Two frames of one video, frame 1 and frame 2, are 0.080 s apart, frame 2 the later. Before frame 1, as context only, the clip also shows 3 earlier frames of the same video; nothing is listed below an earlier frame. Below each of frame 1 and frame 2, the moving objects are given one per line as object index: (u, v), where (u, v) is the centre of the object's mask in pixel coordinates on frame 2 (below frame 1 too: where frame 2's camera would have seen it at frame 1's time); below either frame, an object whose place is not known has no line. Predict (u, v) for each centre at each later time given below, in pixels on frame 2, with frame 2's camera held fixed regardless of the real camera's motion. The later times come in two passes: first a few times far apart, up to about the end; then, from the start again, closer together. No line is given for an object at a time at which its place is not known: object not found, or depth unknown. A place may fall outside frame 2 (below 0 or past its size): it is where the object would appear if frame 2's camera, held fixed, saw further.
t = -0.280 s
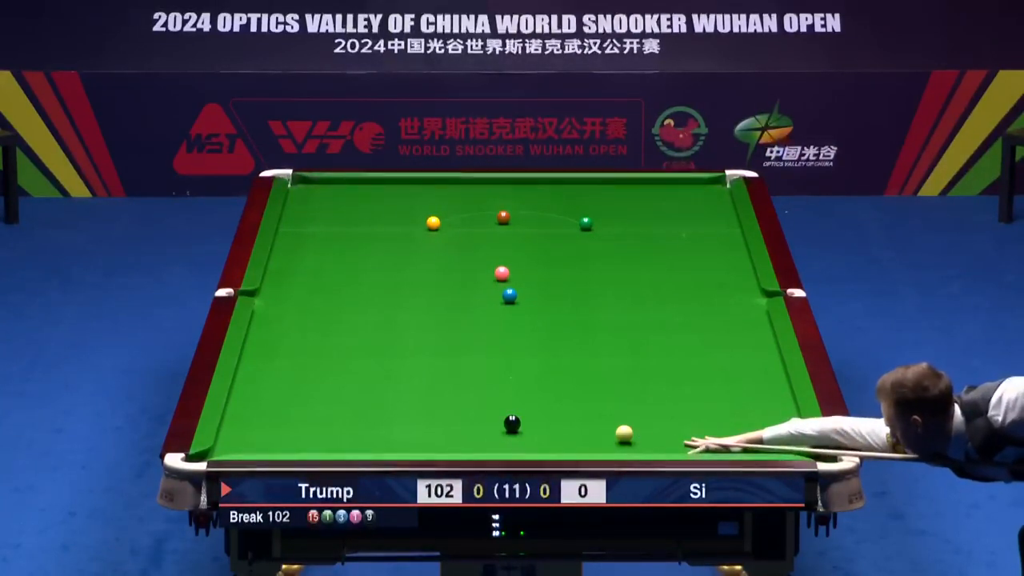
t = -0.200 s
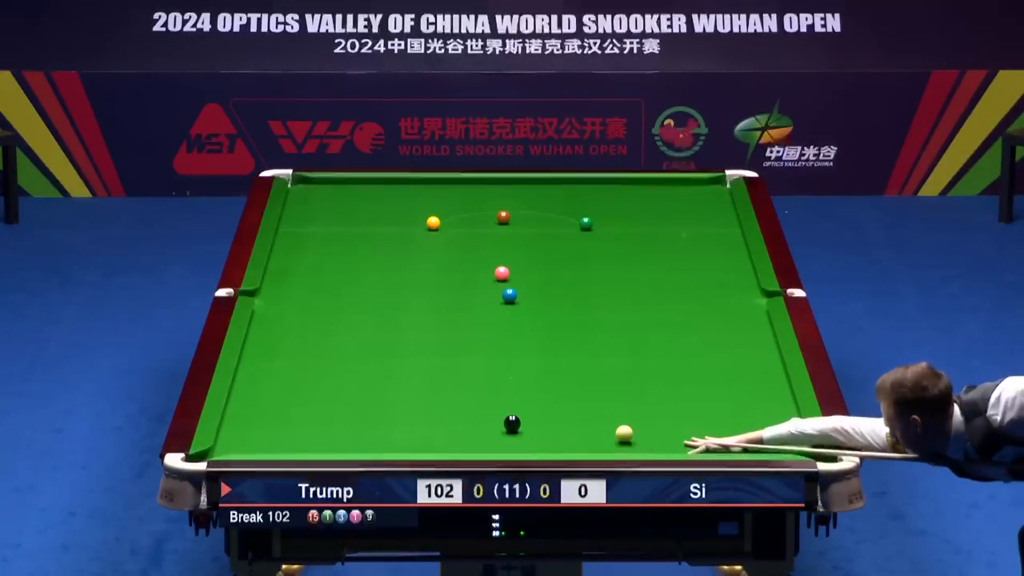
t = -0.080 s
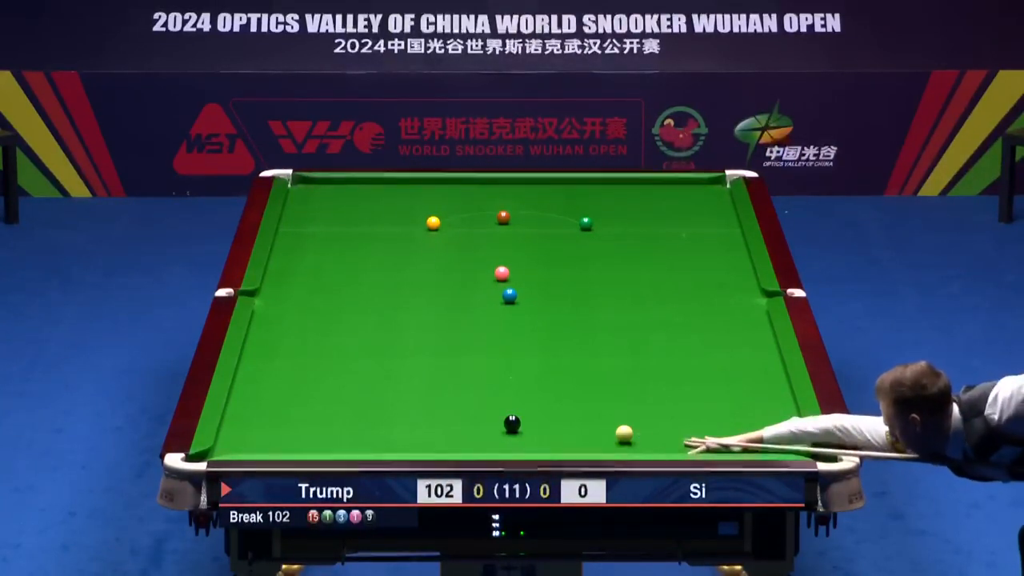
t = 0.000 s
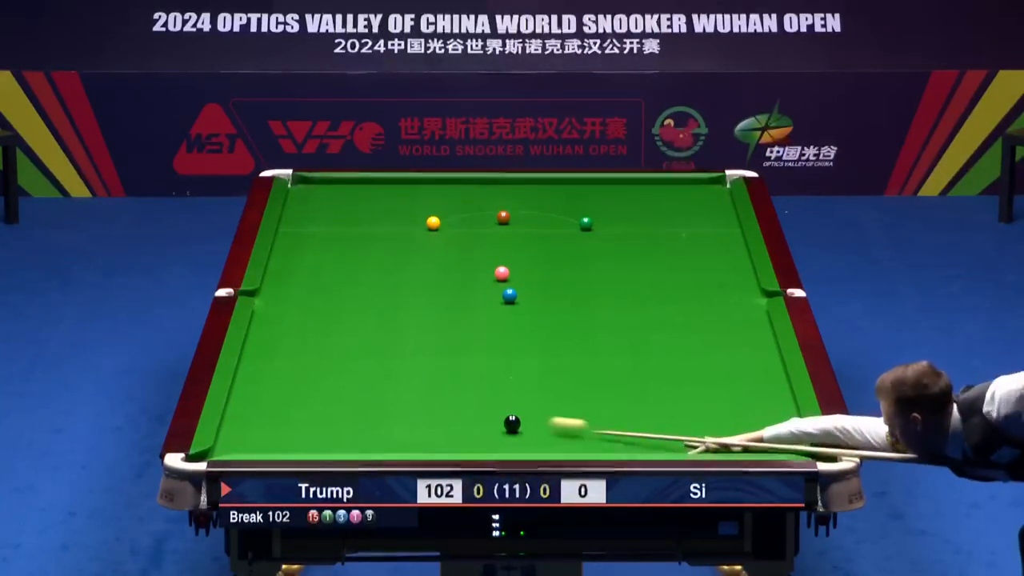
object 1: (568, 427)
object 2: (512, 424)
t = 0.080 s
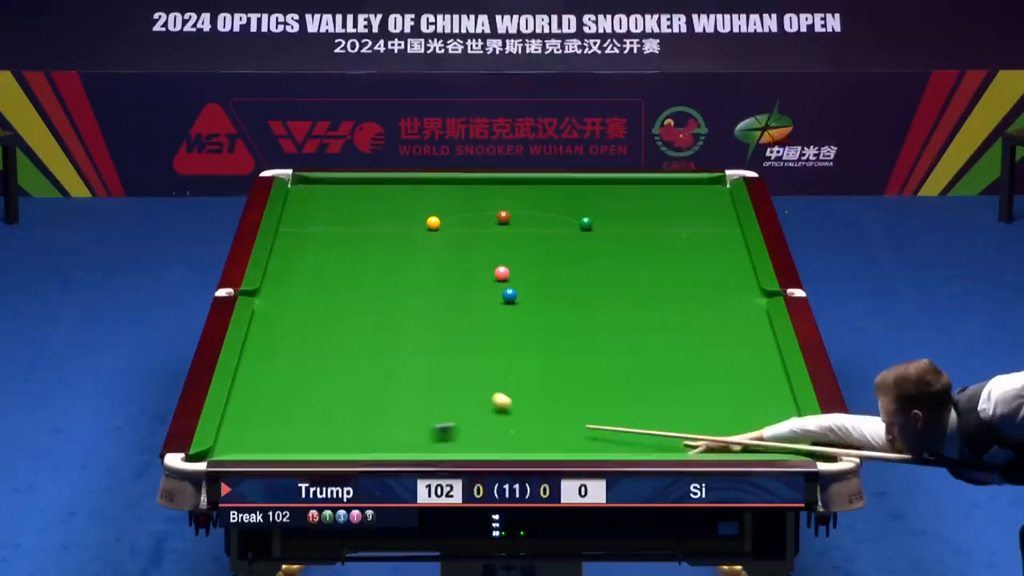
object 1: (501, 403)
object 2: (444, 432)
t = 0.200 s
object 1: (451, 367)
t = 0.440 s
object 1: (369, 308)
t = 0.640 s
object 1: (318, 271)
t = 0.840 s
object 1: (283, 238)
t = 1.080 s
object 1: (331, 202)
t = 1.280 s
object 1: (367, 185)
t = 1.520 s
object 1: (427, 211)
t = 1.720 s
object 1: (478, 230)
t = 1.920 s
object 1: (530, 247)
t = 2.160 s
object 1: (595, 268)
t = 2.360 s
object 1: (650, 287)
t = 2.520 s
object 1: (693, 302)
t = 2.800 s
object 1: (756, 329)
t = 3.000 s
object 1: (725, 349)
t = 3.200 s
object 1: (696, 369)
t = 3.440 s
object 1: (660, 395)
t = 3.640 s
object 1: (629, 416)
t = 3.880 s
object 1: (590, 443)
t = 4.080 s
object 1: (552, 444)
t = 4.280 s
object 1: (510, 432)
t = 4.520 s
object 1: (464, 417)
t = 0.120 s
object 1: (484, 390)
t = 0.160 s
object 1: (467, 378)
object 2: (350, 442)
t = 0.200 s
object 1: (451, 367)
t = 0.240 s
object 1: (436, 356)
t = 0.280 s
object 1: (421, 346)
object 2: (213, 452)
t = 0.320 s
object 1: (407, 336)
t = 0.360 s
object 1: (394, 326)
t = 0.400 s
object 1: (382, 317)
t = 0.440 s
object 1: (369, 308)
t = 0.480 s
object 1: (358, 300)
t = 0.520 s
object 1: (347, 292)
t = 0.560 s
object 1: (337, 285)
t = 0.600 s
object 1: (327, 278)
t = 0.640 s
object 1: (318, 271)
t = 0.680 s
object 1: (309, 264)
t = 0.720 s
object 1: (300, 257)
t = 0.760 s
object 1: (292, 251)
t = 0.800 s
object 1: (283, 245)
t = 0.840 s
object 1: (283, 238)
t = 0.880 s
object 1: (293, 232)
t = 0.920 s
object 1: (302, 226)
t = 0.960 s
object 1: (310, 219)
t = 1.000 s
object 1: (318, 213)
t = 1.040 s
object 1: (325, 208)
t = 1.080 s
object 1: (331, 202)
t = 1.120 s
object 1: (338, 196)
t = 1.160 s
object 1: (345, 191)
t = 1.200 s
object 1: (351, 185)
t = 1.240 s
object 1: (358, 180)
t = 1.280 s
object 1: (367, 185)
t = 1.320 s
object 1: (377, 190)
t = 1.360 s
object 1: (387, 194)
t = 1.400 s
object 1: (398, 199)
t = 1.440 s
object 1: (408, 203)
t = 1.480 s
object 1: (417, 207)
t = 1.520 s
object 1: (427, 211)
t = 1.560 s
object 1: (439, 214)
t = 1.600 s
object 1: (448, 219)
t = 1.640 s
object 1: (458, 223)
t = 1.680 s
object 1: (469, 226)
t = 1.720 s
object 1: (478, 230)
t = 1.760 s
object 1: (489, 233)
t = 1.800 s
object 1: (499, 236)
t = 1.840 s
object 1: (509, 240)
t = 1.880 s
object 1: (520, 243)
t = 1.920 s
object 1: (530, 247)
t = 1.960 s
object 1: (541, 250)
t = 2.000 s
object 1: (551, 254)
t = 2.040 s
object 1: (562, 257)
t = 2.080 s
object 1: (573, 261)
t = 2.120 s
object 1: (584, 265)
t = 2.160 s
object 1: (595, 268)
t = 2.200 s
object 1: (606, 272)
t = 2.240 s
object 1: (617, 276)
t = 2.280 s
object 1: (628, 279)
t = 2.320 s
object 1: (639, 283)
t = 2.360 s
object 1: (650, 287)
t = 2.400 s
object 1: (661, 291)
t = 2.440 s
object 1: (673, 295)
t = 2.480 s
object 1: (684, 298)
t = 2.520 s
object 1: (693, 302)
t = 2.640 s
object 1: (732, 311)
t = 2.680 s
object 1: (743, 317)
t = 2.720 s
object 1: (755, 321)
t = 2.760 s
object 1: (764, 326)
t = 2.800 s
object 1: (756, 329)
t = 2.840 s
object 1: (748, 333)
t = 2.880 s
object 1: (742, 337)
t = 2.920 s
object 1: (736, 341)
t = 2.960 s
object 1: (730, 345)
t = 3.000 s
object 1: (725, 349)
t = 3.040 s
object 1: (719, 353)
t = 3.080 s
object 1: (713, 357)
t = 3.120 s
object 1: (707, 361)
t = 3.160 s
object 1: (702, 365)
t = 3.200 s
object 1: (696, 369)
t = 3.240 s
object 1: (690, 374)
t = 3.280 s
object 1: (684, 378)
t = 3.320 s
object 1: (678, 381)
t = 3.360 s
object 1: (672, 386)
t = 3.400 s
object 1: (666, 390)
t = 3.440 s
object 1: (660, 395)
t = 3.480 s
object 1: (654, 399)
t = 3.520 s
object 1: (648, 403)
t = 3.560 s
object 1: (641, 408)
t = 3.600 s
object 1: (636, 412)
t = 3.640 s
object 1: (629, 416)
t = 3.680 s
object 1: (623, 421)
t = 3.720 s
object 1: (616, 425)
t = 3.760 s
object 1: (610, 429)
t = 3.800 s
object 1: (604, 434)
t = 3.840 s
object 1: (597, 439)
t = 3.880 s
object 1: (590, 443)
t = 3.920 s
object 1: (584, 445)
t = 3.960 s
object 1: (578, 448)
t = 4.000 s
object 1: (570, 449)
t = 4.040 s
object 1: (561, 447)
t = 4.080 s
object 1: (552, 444)
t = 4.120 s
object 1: (544, 443)
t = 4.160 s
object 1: (535, 440)
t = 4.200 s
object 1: (527, 437)
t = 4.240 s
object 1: (519, 434)
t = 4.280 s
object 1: (510, 432)
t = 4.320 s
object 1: (503, 429)
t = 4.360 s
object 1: (495, 427)
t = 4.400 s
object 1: (487, 424)
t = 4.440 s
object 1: (479, 422)
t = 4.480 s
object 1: (471, 419)
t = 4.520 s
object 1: (464, 417)
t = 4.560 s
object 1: (456, 414)
